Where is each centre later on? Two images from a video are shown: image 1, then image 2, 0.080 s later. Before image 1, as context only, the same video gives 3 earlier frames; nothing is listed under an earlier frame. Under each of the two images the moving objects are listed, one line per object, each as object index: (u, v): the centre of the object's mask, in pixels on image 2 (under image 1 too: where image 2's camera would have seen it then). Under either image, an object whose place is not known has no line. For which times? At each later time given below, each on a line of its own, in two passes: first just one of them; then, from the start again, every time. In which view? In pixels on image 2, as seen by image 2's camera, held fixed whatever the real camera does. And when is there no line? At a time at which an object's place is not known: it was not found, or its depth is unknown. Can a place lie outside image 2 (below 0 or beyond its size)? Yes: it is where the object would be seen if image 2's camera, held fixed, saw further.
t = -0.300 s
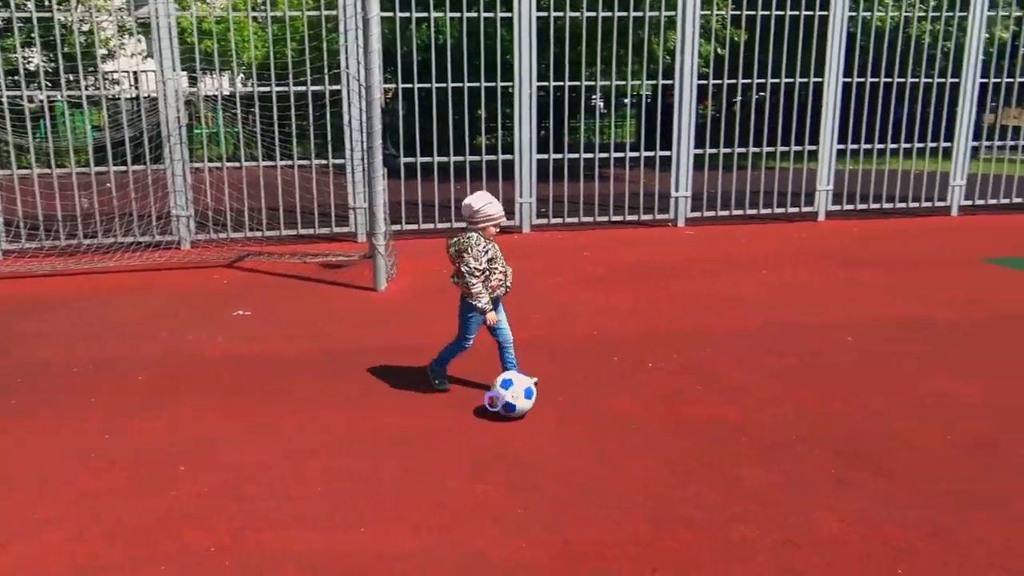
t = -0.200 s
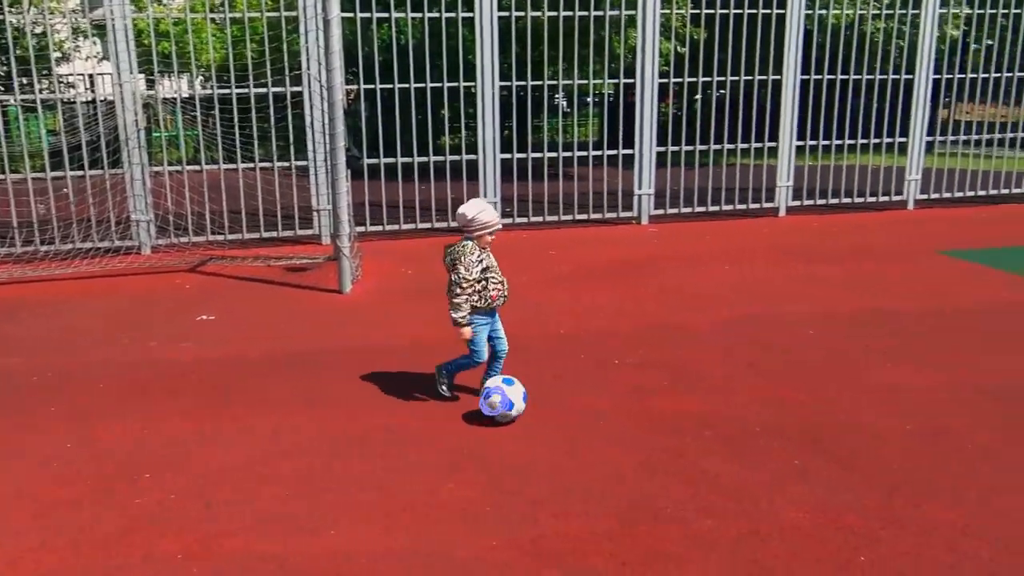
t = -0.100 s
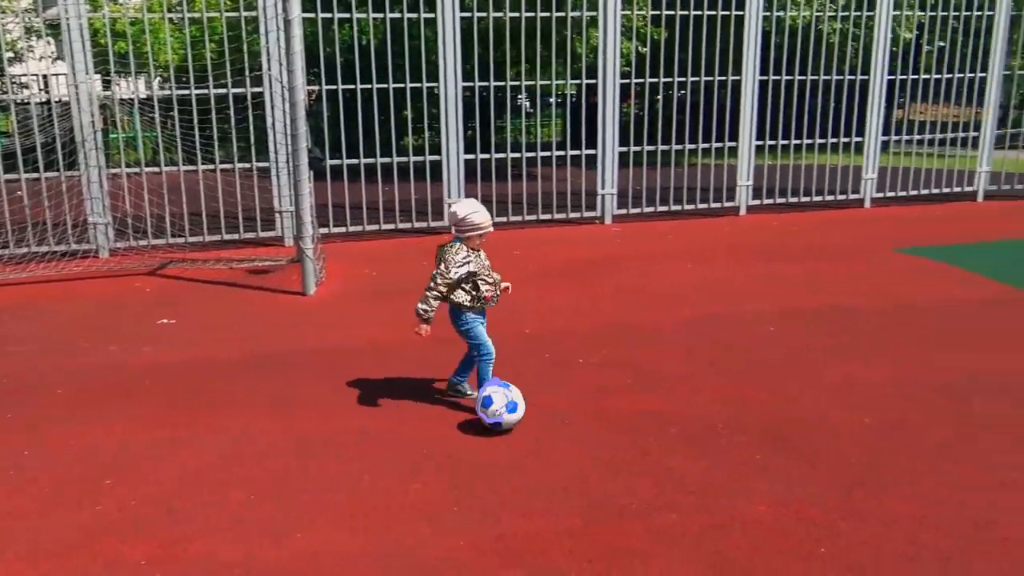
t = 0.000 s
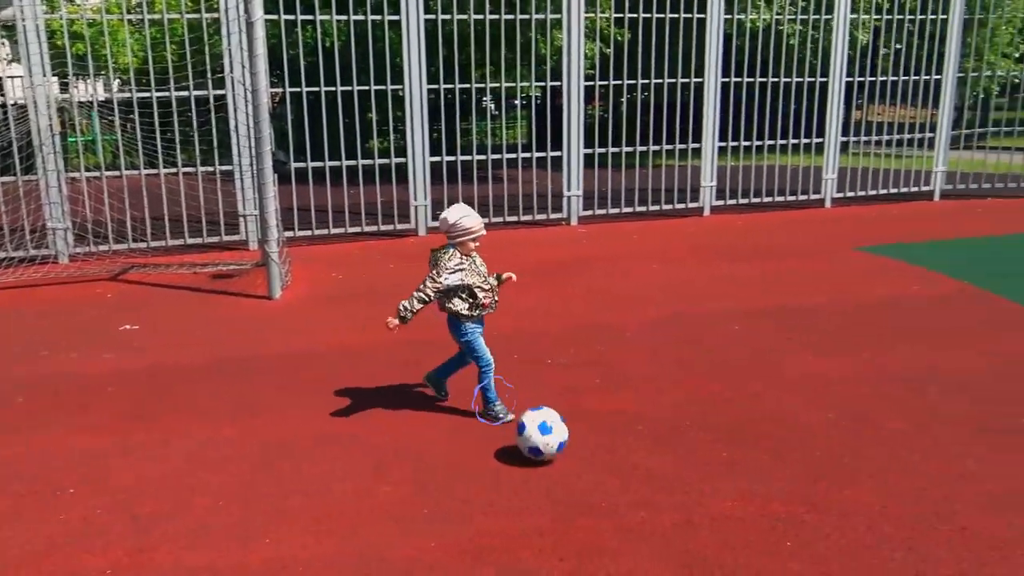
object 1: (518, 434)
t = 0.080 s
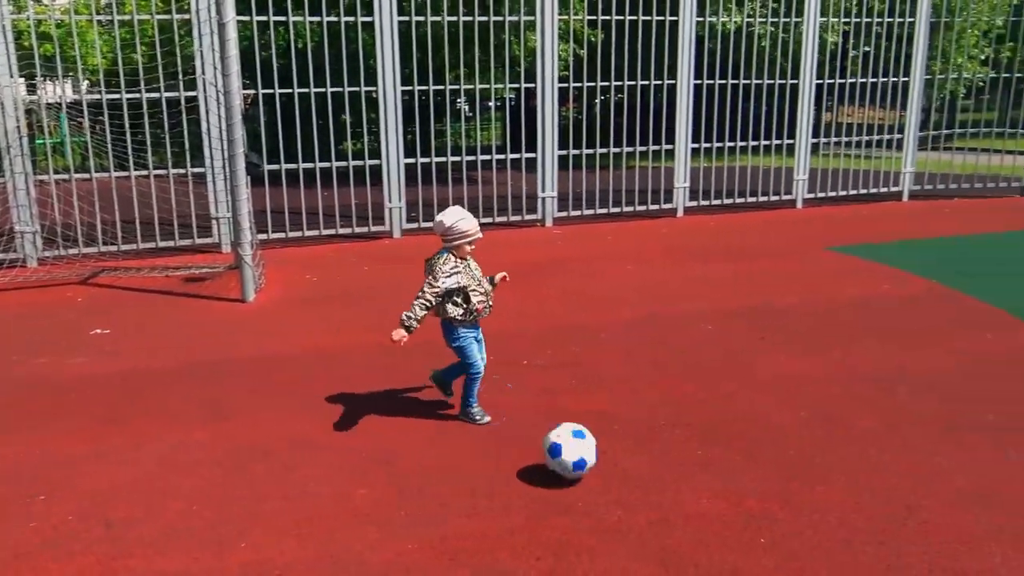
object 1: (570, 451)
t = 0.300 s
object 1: (700, 497)
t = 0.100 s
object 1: (582, 455)
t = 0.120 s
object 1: (595, 460)
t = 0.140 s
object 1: (608, 466)
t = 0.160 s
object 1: (619, 471)
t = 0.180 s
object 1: (630, 474)
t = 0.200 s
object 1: (641, 476)
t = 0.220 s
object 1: (653, 481)
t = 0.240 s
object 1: (665, 486)
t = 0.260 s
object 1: (676, 490)
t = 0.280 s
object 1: (689, 492)
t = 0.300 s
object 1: (700, 497)
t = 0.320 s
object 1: (714, 501)
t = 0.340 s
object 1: (727, 507)
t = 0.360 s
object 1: (740, 508)
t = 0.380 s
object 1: (753, 512)
